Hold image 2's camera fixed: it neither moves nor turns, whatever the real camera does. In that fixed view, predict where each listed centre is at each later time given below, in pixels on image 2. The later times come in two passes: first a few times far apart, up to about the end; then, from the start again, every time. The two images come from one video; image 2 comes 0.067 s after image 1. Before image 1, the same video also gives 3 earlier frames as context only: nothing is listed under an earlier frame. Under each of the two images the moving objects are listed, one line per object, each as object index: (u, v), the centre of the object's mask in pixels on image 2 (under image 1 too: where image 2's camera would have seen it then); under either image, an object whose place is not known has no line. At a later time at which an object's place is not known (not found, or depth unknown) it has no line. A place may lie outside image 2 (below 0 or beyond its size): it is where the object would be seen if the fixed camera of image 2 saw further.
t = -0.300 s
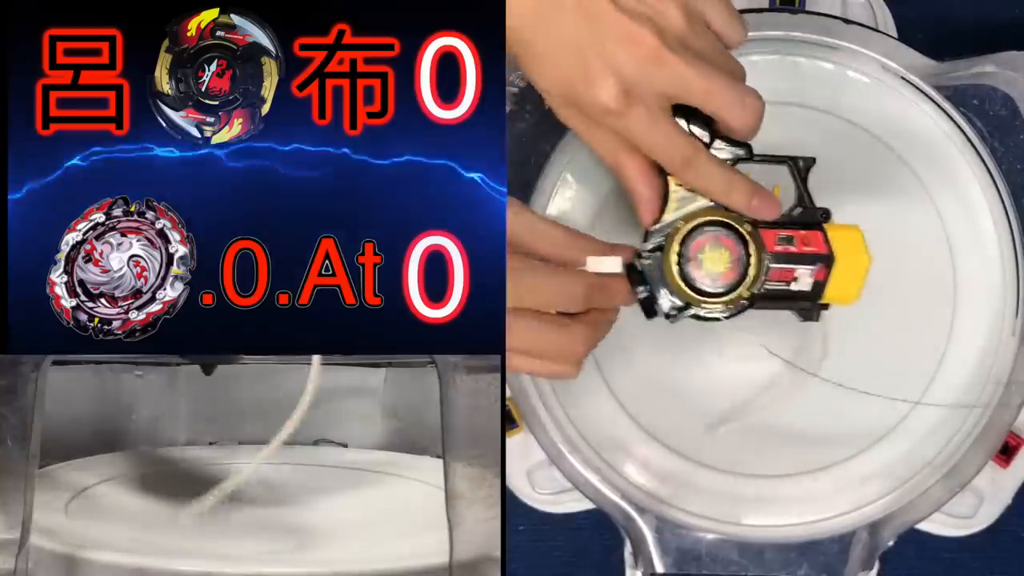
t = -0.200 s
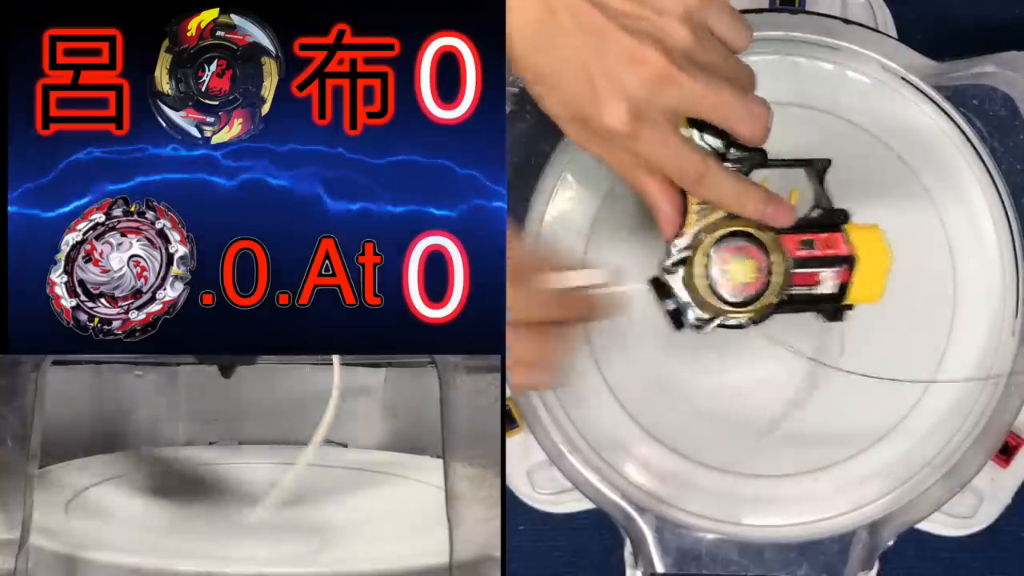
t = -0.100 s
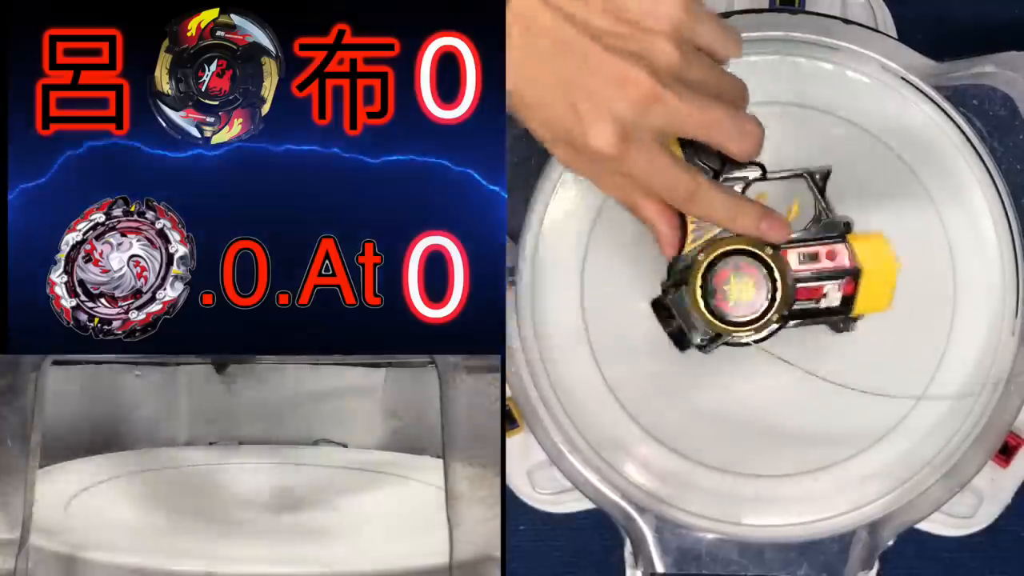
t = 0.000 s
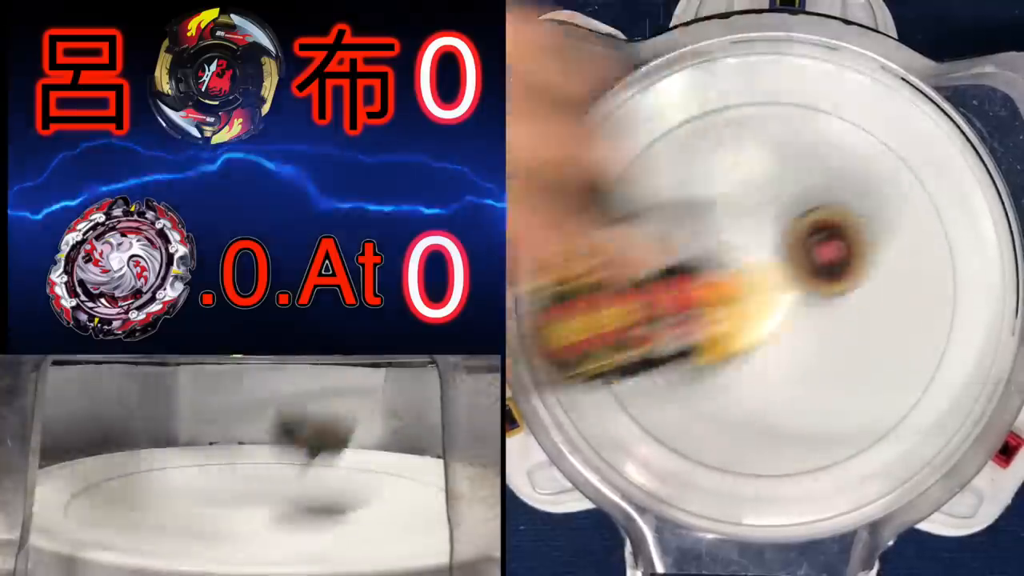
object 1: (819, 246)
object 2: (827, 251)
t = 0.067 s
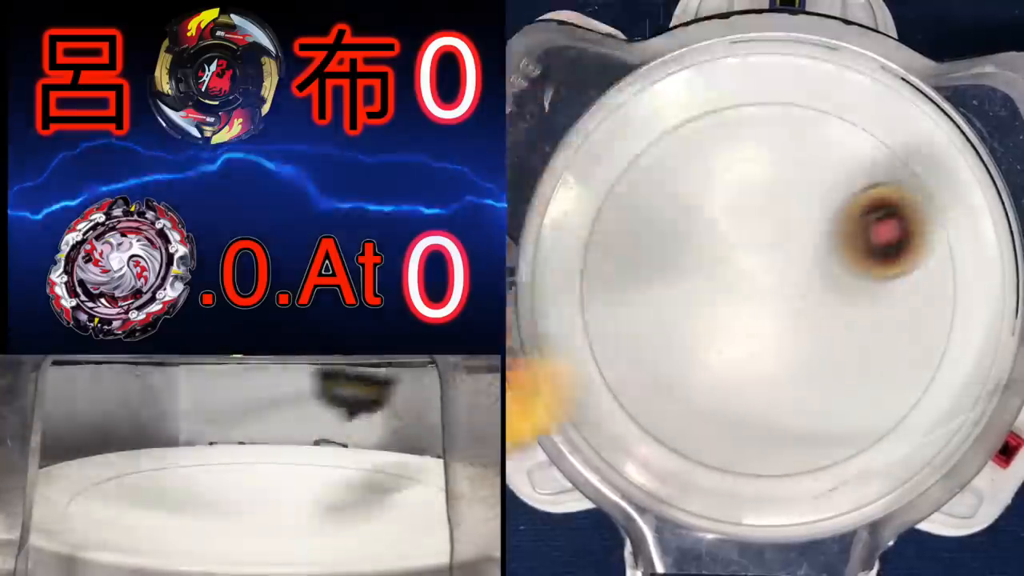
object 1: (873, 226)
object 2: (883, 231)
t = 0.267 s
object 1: (914, 223)
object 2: (924, 227)
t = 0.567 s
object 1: (705, 300)
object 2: (714, 306)
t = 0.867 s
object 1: (711, 320)
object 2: (720, 326)
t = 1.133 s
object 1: (841, 268)
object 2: (851, 271)
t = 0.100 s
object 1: (899, 219)
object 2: (908, 224)
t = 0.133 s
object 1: (922, 212)
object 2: (931, 217)
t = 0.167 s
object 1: (940, 207)
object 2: (948, 212)
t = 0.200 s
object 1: (940, 209)
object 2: (949, 214)
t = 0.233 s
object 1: (930, 215)
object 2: (938, 220)
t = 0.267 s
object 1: (914, 223)
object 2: (924, 227)
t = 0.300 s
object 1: (898, 231)
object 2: (906, 235)
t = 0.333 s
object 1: (875, 240)
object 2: (884, 245)
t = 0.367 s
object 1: (852, 250)
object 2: (860, 254)
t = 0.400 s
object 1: (827, 259)
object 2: (835, 264)
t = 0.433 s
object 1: (799, 269)
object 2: (808, 274)
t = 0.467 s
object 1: (774, 278)
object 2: (782, 283)
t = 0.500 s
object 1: (748, 286)
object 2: (755, 292)
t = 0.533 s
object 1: (726, 294)
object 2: (733, 299)
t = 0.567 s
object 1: (705, 300)
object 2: (714, 306)
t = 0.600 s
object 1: (689, 306)
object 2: (698, 312)
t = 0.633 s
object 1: (675, 313)
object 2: (685, 318)
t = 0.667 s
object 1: (669, 316)
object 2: (678, 322)
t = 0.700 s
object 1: (665, 320)
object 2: (676, 325)
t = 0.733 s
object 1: (669, 320)
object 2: (678, 327)
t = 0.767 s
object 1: (676, 320)
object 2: (685, 327)
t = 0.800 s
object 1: (685, 320)
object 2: (694, 327)
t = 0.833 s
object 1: (695, 321)
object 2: (706, 327)
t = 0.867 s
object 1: (711, 320)
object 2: (720, 326)
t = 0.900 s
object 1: (728, 319)
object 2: (736, 325)
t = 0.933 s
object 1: (744, 318)
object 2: (753, 324)
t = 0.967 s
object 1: (763, 315)
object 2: (771, 320)
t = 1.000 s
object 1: (782, 309)
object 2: (791, 314)
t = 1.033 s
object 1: (799, 302)
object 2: (807, 307)
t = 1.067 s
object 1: (814, 293)
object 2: (824, 297)
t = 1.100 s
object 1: (829, 281)
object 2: (839, 284)
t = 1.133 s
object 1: (841, 268)
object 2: (851, 271)
